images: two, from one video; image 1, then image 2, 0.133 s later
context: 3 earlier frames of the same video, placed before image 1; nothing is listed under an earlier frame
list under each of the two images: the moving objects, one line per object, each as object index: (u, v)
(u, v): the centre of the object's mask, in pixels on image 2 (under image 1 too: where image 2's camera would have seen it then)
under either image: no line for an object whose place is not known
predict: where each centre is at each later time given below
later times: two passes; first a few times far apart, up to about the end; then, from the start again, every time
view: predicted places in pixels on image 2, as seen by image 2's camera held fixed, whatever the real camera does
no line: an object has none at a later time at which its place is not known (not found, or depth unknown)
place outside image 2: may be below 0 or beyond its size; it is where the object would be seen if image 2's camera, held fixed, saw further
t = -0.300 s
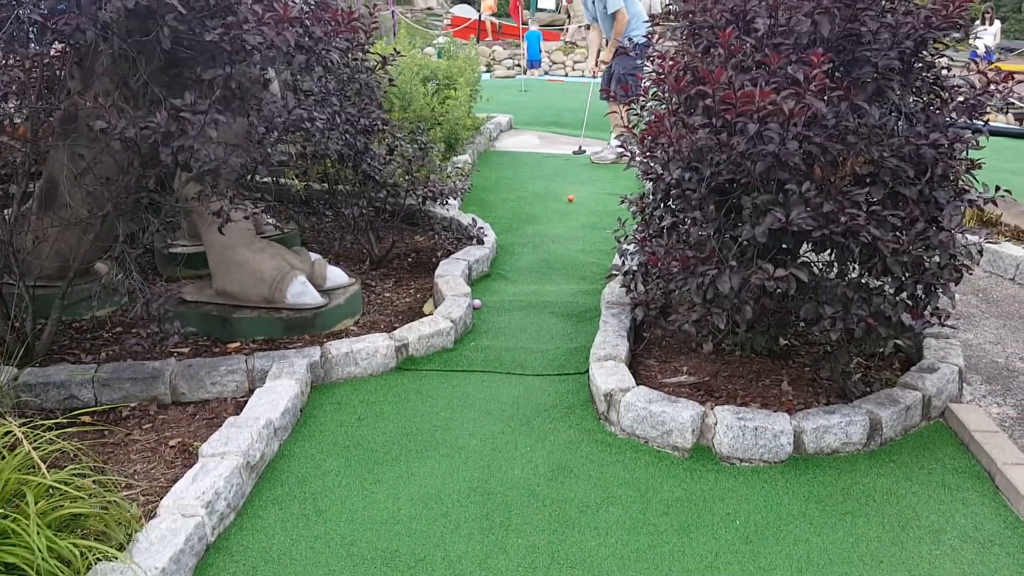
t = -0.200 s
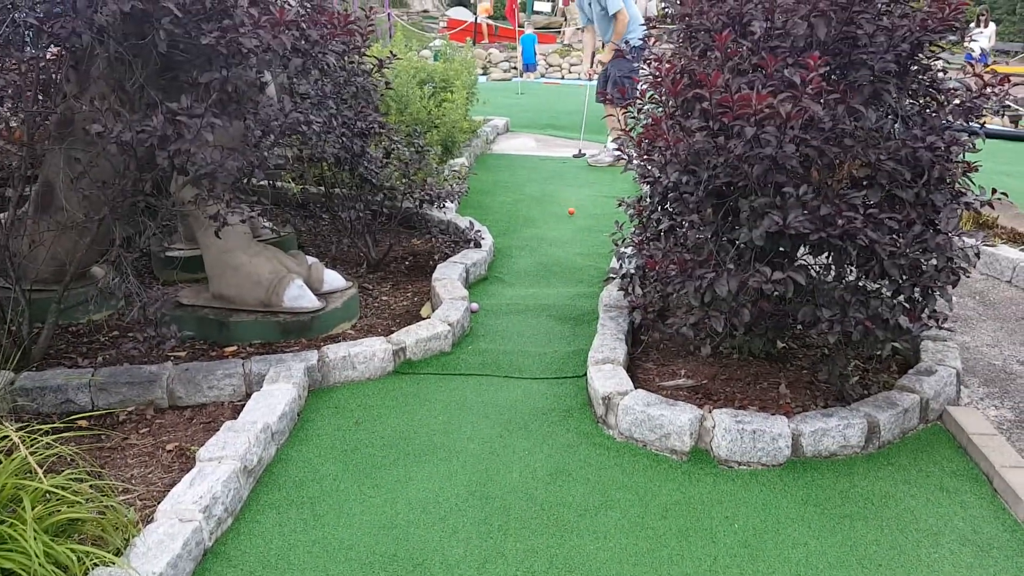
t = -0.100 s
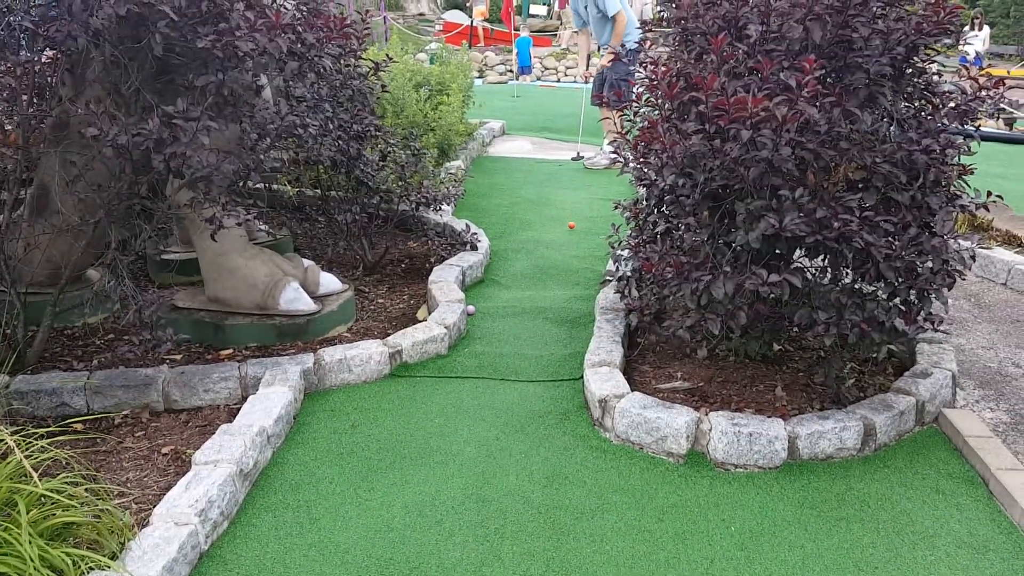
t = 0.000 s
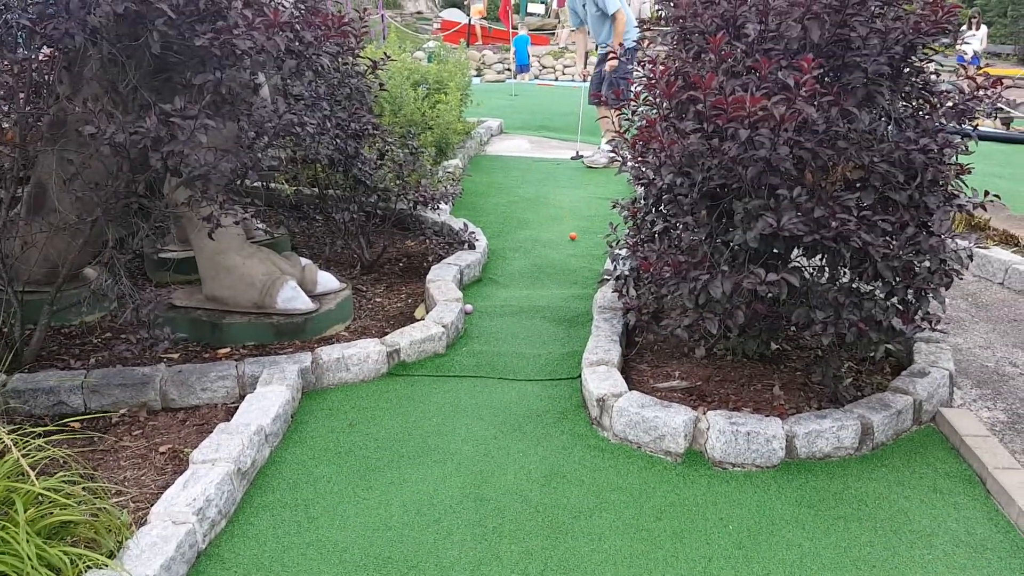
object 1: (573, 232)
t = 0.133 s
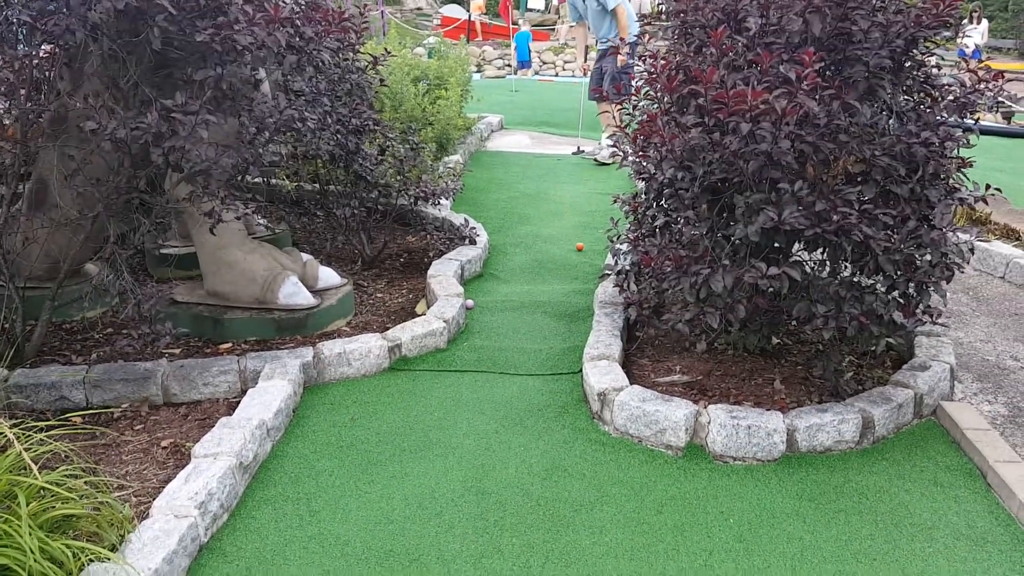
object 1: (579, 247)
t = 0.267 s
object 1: (589, 261)
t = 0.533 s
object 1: (590, 297)
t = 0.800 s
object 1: (561, 337)
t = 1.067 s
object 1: (517, 377)
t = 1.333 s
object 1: (467, 423)
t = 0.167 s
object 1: (581, 252)
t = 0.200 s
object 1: (584, 255)
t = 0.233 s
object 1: (586, 258)
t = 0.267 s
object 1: (589, 261)
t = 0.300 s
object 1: (592, 267)
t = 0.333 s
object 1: (594, 272)
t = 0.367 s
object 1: (596, 276)
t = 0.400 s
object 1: (597, 281)
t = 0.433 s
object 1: (597, 283)
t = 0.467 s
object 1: (595, 285)
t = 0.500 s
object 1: (592, 290)
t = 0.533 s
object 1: (590, 297)
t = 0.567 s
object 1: (588, 300)
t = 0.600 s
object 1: (585, 305)
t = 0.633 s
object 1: (582, 313)
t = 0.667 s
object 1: (579, 320)
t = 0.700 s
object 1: (575, 322)
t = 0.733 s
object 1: (570, 327)
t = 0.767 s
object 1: (565, 334)
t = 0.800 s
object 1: (561, 337)
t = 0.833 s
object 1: (556, 340)
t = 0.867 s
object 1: (550, 346)
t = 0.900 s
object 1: (545, 351)
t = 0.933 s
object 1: (540, 356)
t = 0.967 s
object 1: (534, 361)
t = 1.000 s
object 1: (528, 365)
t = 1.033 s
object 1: (523, 370)
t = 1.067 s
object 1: (517, 377)
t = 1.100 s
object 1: (511, 381)
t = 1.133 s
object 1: (504, 387)
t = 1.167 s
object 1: (498, 392)
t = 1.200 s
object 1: (492, 399)
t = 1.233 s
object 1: (486, 405)
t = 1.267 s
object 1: (480, 411)
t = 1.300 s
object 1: (473, 418)
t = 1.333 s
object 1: (467, 423)
